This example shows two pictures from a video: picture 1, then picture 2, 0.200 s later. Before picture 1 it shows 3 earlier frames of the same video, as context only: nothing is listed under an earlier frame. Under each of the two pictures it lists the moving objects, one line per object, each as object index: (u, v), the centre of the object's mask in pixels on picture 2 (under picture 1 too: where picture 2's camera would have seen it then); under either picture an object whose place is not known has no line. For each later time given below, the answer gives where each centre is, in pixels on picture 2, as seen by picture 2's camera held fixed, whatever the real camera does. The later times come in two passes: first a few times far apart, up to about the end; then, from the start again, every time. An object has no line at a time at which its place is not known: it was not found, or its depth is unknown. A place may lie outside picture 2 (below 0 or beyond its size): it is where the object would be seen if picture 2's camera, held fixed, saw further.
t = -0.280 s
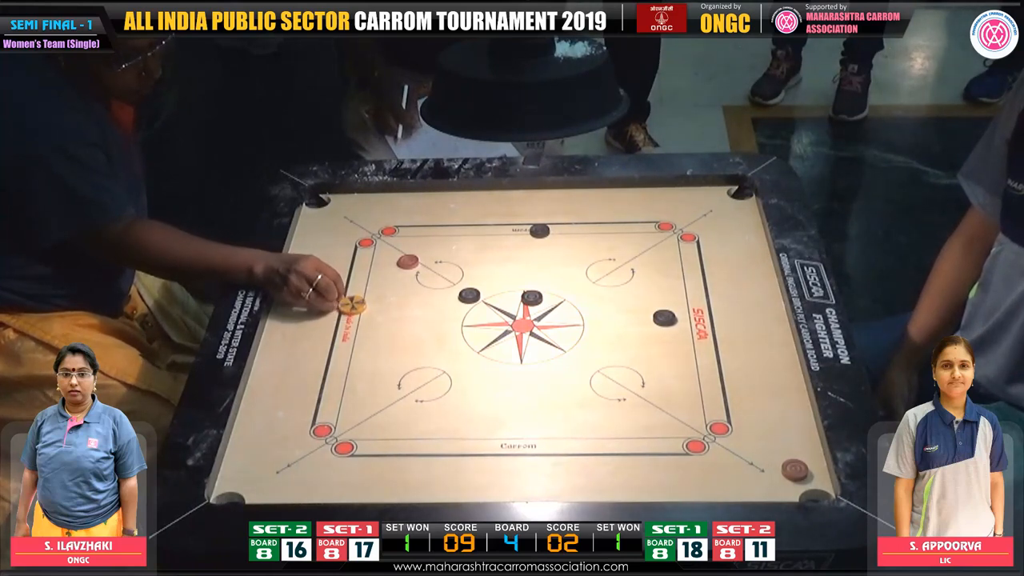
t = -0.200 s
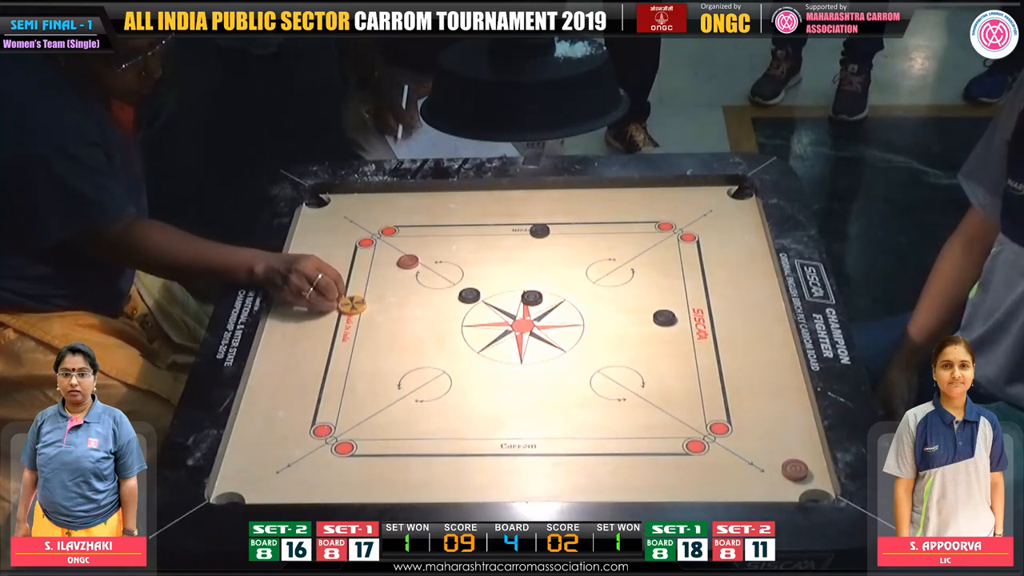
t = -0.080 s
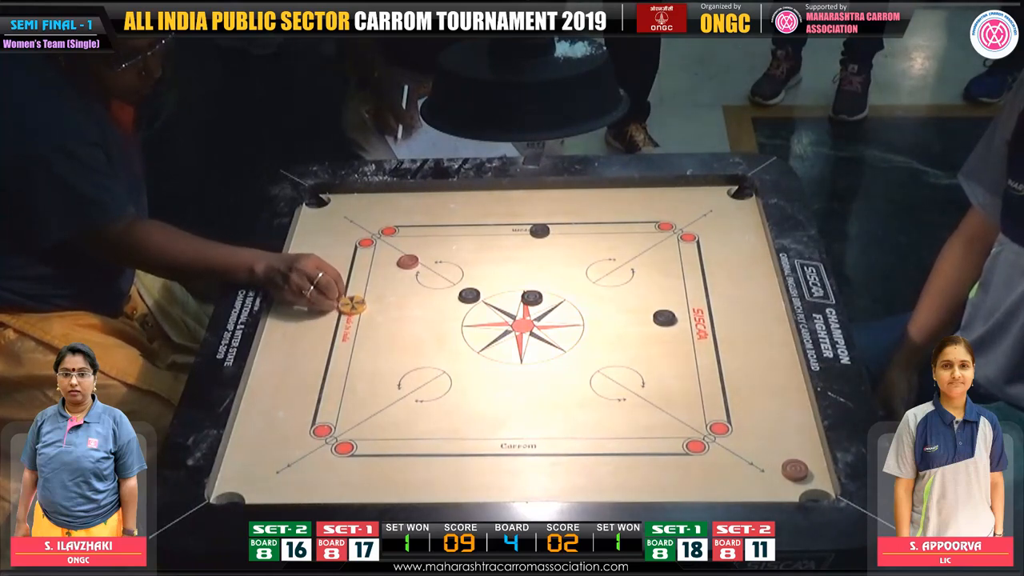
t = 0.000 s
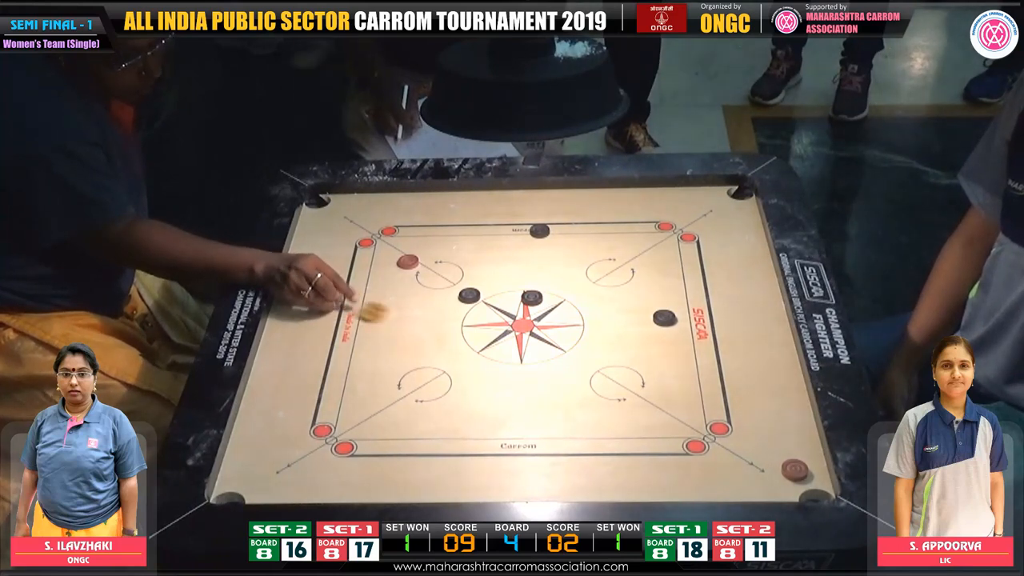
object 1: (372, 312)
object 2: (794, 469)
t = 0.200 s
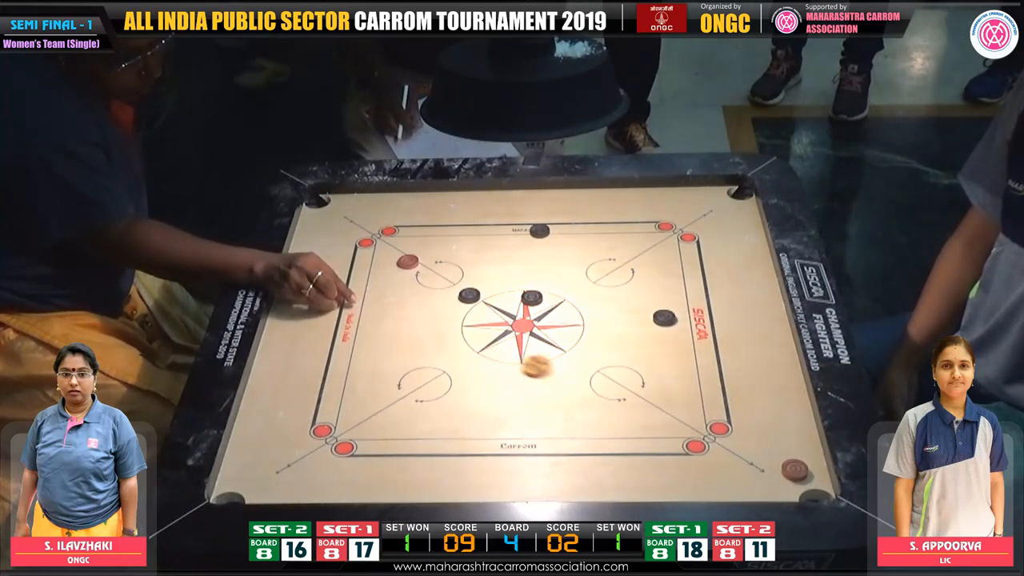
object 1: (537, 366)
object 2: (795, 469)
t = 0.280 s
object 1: (599, 387)
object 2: (795, 469)
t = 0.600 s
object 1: (797, 453)
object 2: (790, 477)
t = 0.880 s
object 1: (716, 452)
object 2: (744, 479)
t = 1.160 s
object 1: (684, 448)
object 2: (738, 474)
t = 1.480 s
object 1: (683, 447)
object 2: (738, 474)
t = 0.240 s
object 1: (568, 377)
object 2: (795, 469)
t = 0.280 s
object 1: (599, 387)
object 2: (795, 469)
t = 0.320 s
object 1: (630, 397)
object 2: (795, 469)
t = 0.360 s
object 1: (660, 406)
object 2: (795, 469)
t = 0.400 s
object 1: (689, 415)
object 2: (795, 469)
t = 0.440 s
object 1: (719, 424)
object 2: (795, 470)
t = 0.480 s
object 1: (747, 433)
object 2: (794, 470)
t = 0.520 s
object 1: (774, 441)
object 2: (795, 470)
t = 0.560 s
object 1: (799, 449)
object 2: (795, 470)
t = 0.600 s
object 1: (797, 453)
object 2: (790, 477)
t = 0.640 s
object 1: (781, 453)
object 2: (780, 489)
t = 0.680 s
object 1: (767, 453)
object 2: (771, 496)
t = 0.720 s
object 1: (755, 453)
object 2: (764, 495)
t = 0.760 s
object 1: (744, 453)
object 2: (758, 492)
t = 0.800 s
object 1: (733, 453)
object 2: (752, 487)
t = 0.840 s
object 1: (724, 452)
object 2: (748, 483)
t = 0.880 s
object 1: (716, 452)
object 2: (744, 479)
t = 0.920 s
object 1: (707, 450)
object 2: (741, 477)
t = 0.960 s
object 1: (701, 450)
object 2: (740, 475)
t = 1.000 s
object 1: (696, 450)
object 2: (738, 474)
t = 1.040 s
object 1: (692, 450)
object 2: (738, 474)
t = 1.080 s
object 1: (689, 449)
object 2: (738, 474)
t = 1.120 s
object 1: (687, 449)
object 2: (738, 474)
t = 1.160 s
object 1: (684, 448)
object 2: (738, 474)
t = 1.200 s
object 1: (684, 447)
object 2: (738, 474)
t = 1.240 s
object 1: (684, 447)
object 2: (738, 474)
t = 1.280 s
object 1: (683, 447)
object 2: (738, 474)
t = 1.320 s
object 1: (683, 448)
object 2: (738, 474)
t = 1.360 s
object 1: (684, 448)
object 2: (738, 474)
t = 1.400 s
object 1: (684, 448)
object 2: (738, 475)
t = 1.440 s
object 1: (684, 448)
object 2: (738, 475)
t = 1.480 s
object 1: (683, 447)
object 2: (738, 474)
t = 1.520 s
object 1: (683, 447)
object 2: (738, 474)
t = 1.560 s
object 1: (684, 447)
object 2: (738, 474)
